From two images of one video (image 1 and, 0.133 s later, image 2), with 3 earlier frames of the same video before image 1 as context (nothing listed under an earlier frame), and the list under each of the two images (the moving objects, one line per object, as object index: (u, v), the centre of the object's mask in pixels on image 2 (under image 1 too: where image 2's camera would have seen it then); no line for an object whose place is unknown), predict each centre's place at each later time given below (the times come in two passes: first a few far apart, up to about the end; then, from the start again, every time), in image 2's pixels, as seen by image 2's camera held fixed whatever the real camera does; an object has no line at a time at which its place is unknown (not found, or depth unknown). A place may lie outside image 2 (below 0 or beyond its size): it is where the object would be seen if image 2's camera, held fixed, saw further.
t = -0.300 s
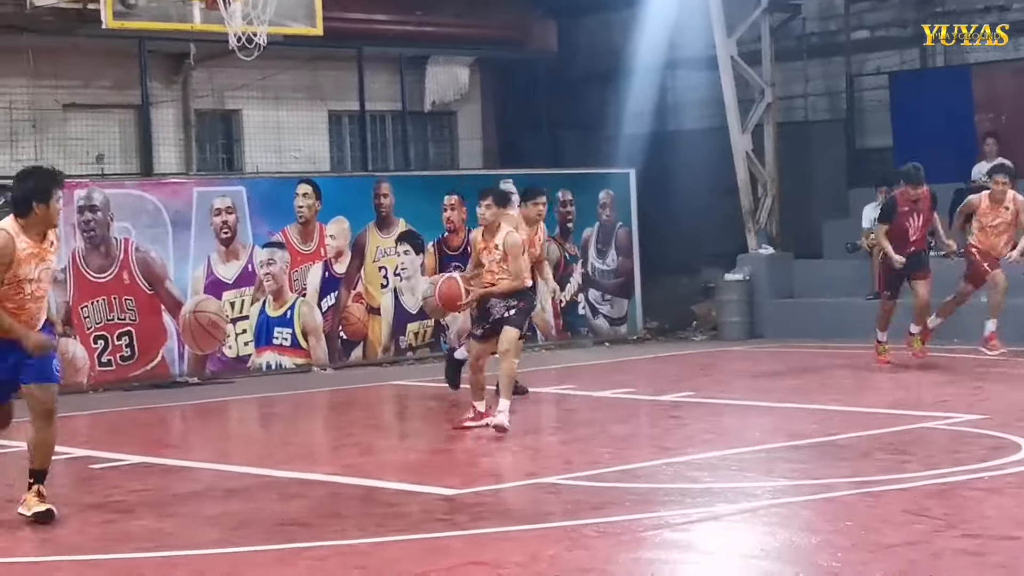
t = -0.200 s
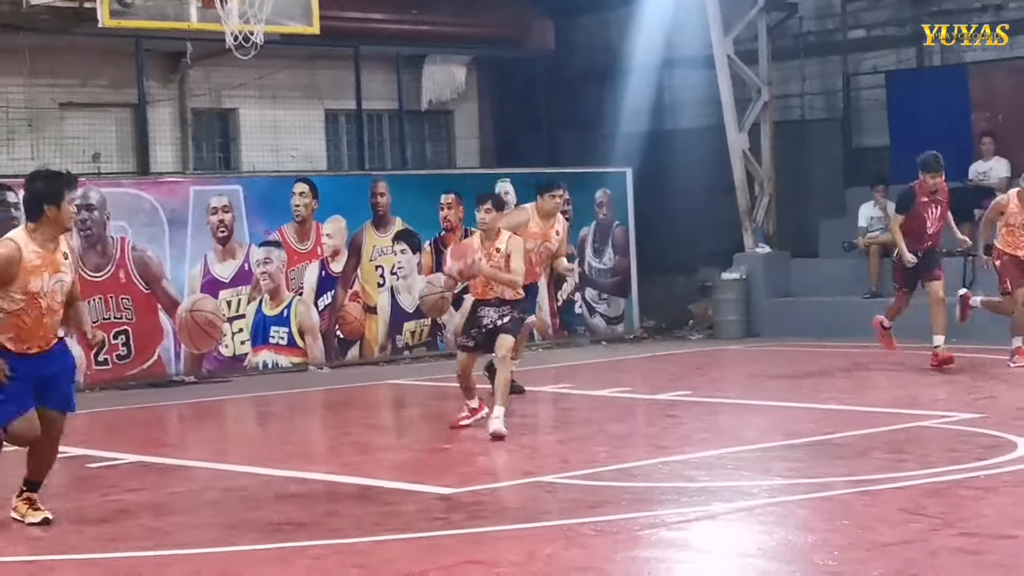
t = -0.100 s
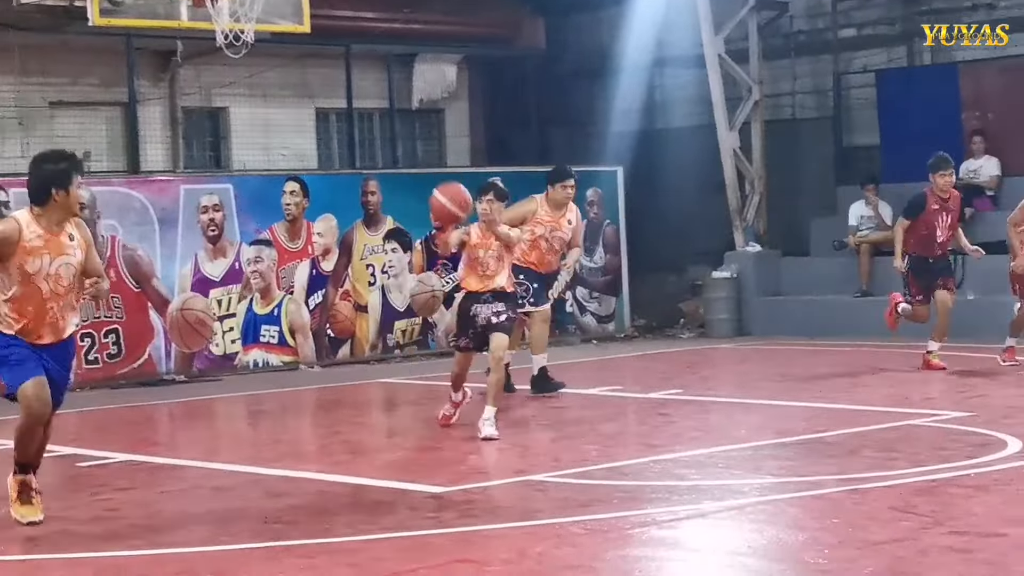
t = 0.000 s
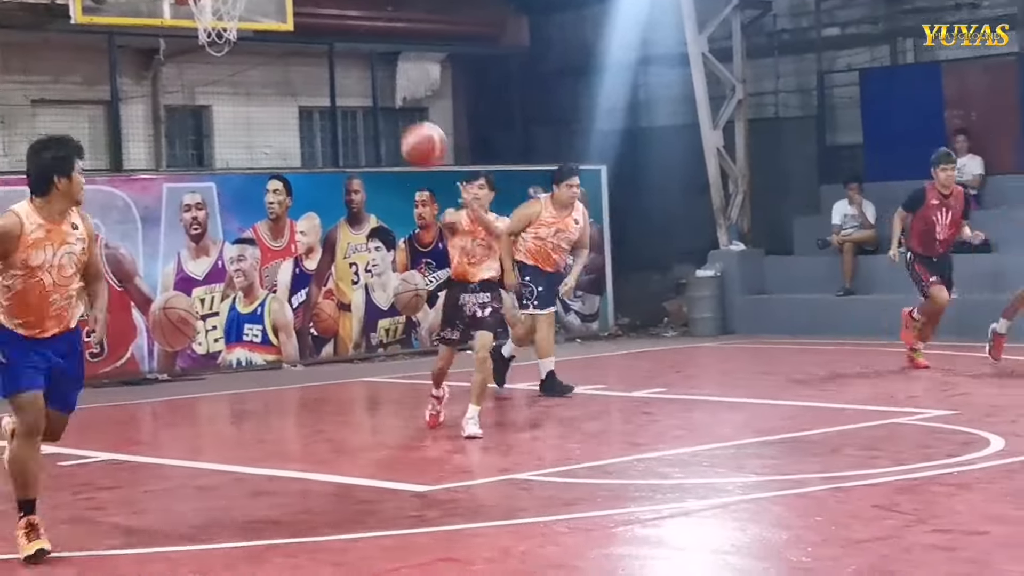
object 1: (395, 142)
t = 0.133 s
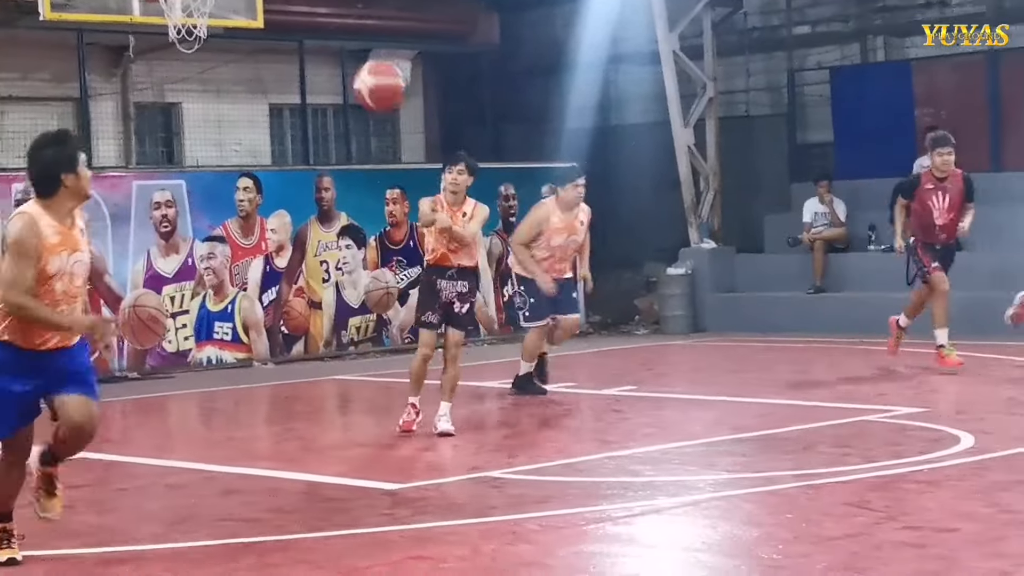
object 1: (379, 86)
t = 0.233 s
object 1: (365, 60)
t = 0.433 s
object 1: (337, 68)
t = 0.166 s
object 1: (375, 76)
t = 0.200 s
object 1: (369, 66)
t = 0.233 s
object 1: (365, 60)
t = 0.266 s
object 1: (360, 56)
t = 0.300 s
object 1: (356, 53)
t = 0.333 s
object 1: (350, 54)
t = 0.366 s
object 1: (348, 55)
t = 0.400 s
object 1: (342, 60)
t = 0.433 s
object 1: (337, 68)
